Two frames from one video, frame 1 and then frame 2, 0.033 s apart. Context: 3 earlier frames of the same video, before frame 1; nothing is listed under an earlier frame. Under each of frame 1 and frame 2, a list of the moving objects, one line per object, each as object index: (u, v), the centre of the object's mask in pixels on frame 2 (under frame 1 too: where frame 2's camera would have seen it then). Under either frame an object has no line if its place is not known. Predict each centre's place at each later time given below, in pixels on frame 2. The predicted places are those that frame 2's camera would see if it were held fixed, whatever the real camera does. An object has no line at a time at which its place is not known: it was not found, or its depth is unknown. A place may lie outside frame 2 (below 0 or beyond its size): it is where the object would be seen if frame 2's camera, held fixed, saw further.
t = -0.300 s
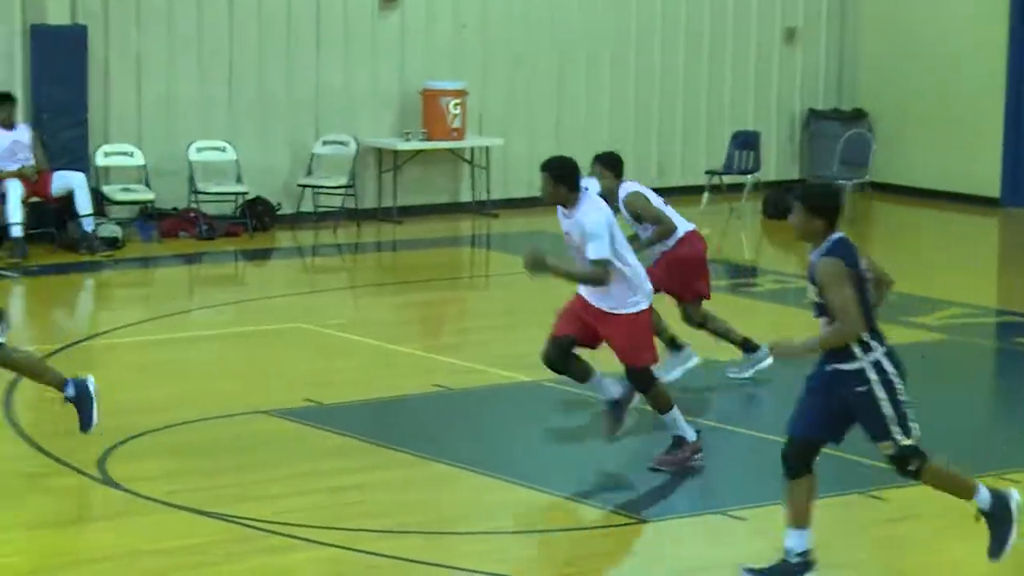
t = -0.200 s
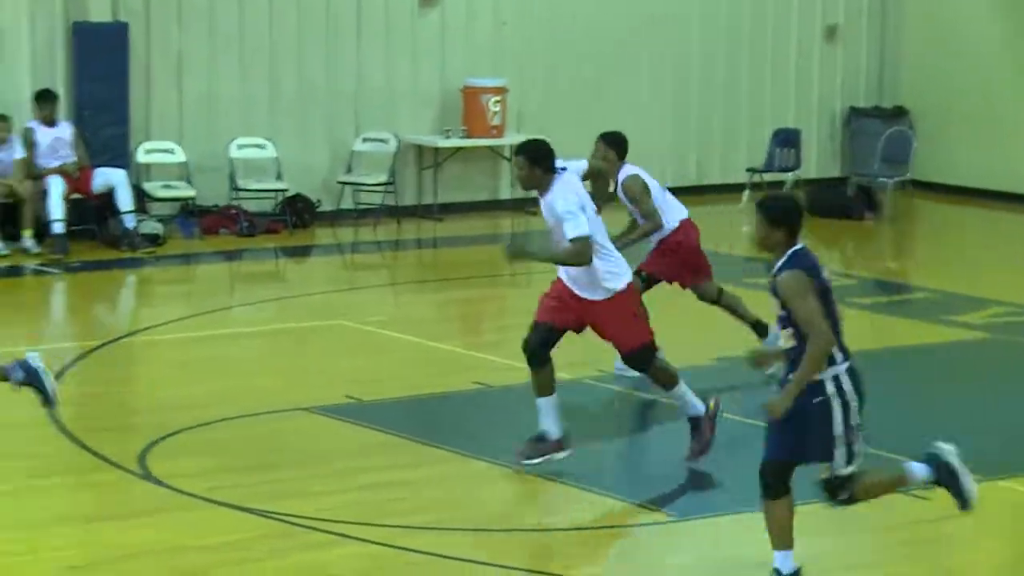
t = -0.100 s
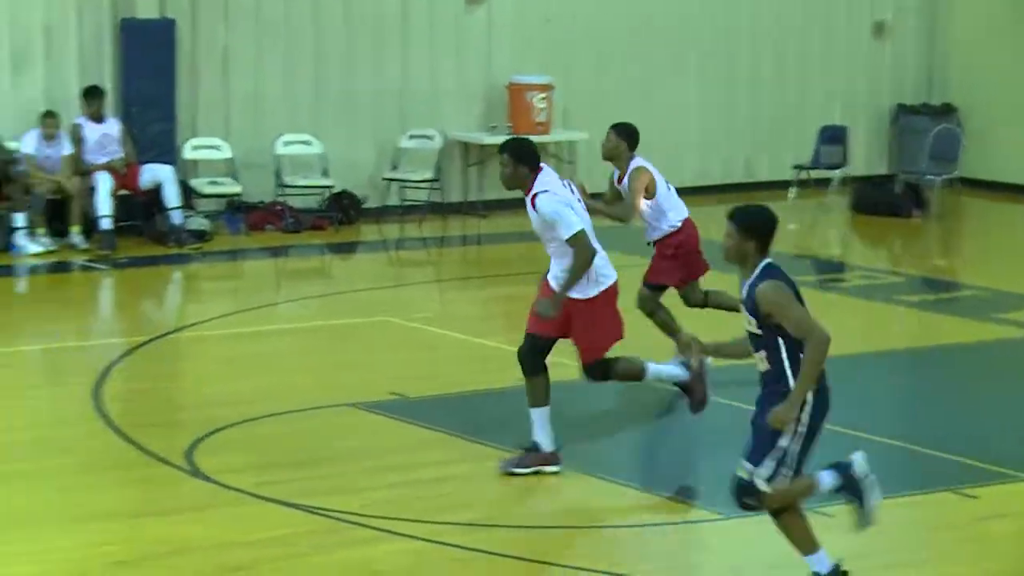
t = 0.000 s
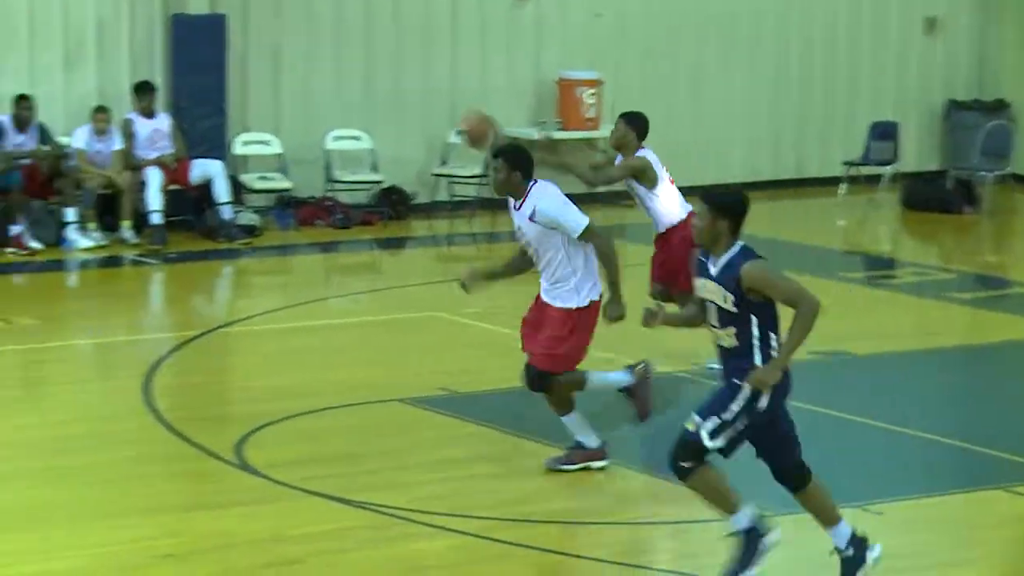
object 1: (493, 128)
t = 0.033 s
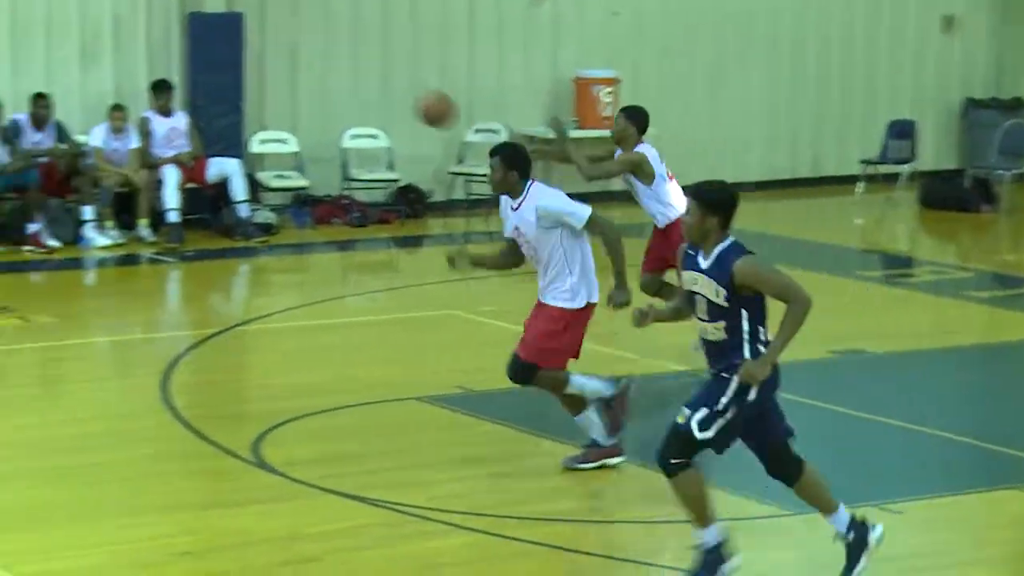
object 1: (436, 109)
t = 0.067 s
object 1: (379, 92)
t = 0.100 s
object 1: (321, 75)
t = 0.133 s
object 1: (264, 61)
